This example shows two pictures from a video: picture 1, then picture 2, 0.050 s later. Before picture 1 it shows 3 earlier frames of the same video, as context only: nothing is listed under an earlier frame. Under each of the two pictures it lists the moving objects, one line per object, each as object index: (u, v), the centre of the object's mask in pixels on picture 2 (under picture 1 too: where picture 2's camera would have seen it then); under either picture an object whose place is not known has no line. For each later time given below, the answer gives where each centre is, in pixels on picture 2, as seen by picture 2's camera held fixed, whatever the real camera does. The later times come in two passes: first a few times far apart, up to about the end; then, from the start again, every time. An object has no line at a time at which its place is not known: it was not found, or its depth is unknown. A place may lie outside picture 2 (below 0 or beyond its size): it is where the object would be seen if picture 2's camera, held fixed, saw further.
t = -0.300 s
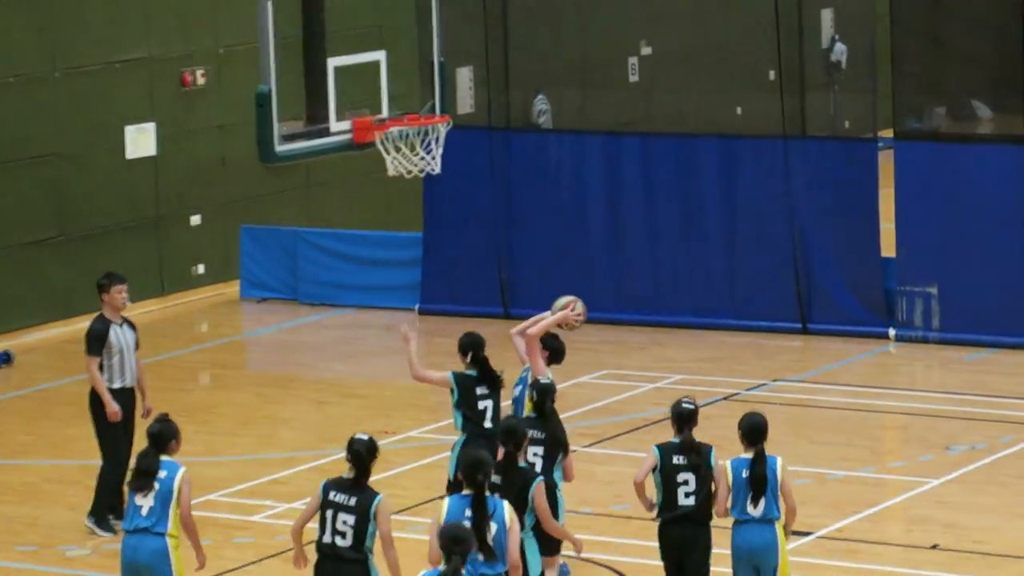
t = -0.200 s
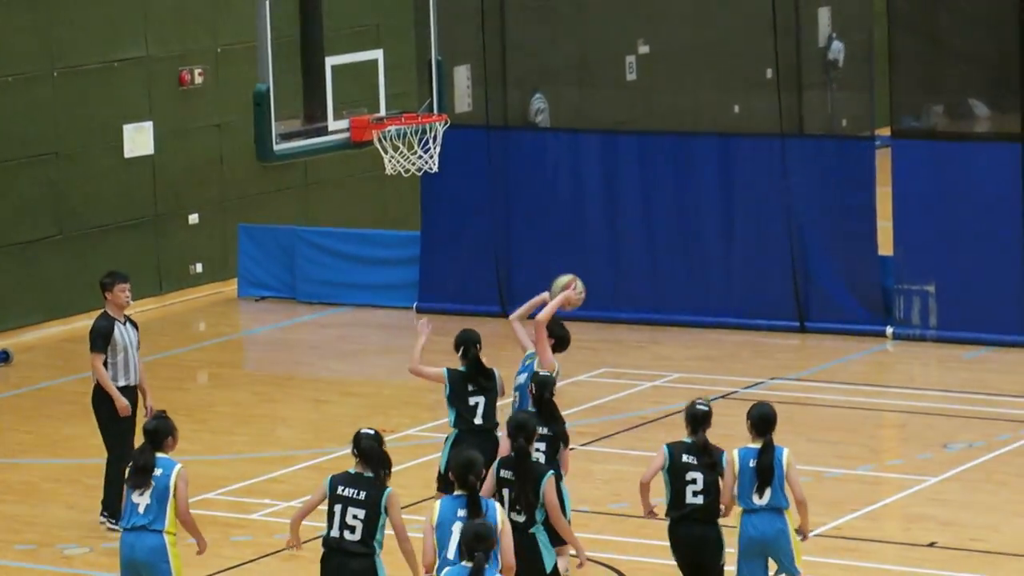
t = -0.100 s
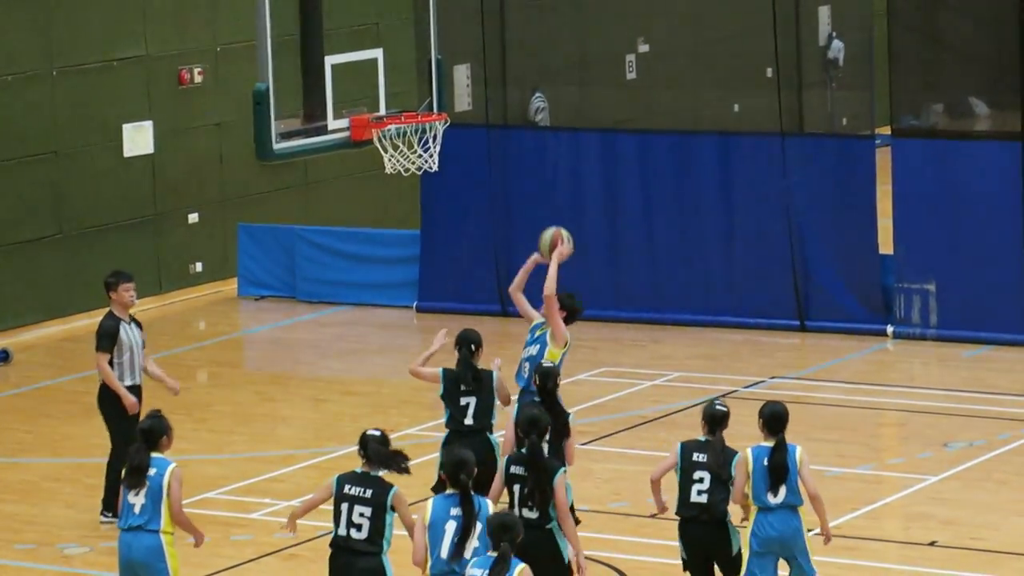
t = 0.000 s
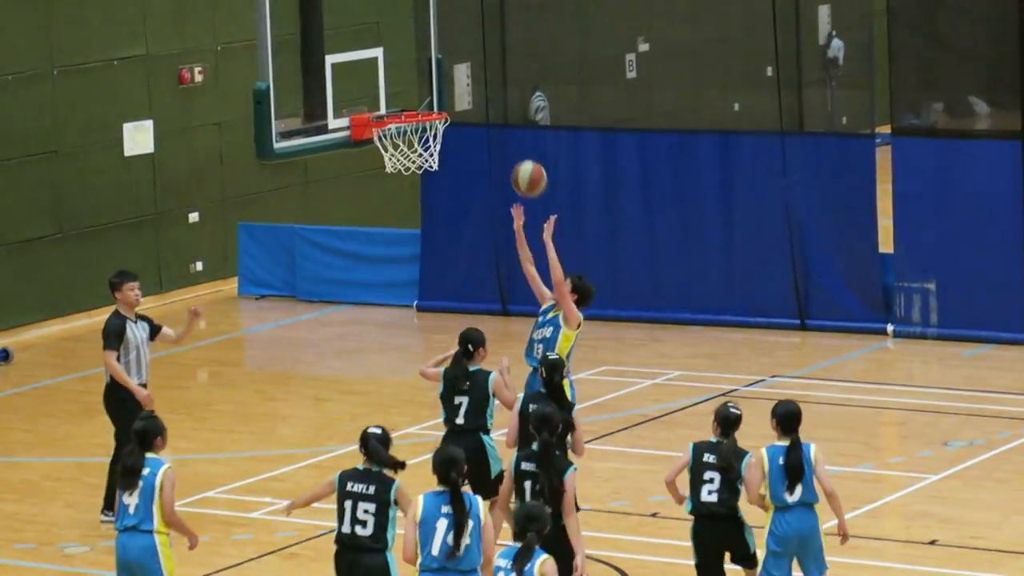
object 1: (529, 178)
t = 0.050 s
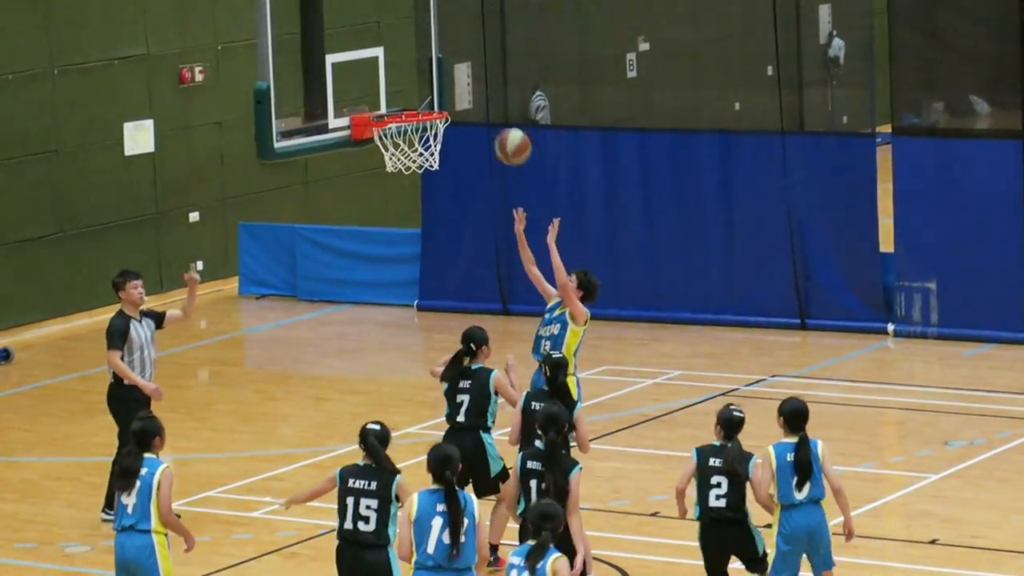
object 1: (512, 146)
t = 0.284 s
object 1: (435, 45)
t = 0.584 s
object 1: (400, 40)
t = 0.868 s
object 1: (421, 166)
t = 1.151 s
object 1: (441, 349)
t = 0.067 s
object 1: (507, 136)
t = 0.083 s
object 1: (501, 127)
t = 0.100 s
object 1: (496, 118)
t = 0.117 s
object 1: (490, 109)
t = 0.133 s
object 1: (485, 101)
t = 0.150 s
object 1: (479, 93)
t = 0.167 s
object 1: (474, 86)
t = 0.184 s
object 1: (468, 79)
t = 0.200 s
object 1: (463, 72)
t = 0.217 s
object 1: (457, 66)
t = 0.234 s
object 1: (452, 60)
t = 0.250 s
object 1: (446, 55)
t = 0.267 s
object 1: (441, 50)
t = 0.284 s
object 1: (435, 45)
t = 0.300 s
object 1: (429, 41)
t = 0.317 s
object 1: (424, 37)
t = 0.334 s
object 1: (418, 34)
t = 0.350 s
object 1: (413, 30)
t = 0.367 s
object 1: (408, 27)
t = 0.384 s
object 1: (403, 25)
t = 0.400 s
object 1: (397, 24)
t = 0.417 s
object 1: (392, 22)
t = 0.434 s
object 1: (392, 23)
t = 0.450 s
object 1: (393, 23)
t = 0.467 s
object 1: (393, 24)
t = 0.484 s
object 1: (394, 25)
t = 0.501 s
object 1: (395, 27)
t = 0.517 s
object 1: (396, 29)
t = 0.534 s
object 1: (397, 31)
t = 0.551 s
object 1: (398, 34)
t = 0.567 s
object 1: (399, 37)
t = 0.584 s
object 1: (400, 40)
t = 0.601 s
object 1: (401, 45)
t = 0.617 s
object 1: (402, 49)
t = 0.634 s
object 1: (403, 54)
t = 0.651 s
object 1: (404, 59)
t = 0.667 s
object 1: (405, 65)
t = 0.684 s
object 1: (407, 71)
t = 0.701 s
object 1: (408, 78)
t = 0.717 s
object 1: (409, 86)
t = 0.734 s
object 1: (410, 92)
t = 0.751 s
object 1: (412, 100)
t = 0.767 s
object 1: (412, 104)
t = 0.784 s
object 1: (412, 109)
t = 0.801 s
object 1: (416, 128)
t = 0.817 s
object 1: (417, 138)
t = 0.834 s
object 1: (420, 146)
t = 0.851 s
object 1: (416, 150)
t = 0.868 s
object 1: (421, 166)
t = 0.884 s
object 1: (421, 172)
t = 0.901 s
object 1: (422, 177)
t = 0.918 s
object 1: (424, 186)
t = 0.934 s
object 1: (425, 195)
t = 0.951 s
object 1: (427, 204)
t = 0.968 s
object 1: (428, 214)
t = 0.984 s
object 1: (429, 224)
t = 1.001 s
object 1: (431, 235)
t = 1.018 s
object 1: (432, 246)
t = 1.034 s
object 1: (433, 258)
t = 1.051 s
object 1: (435, 269)
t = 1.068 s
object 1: (436, 282)
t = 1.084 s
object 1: (438, 294)
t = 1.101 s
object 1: (439, 307)
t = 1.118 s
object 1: (440, 320)
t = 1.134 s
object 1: (441, 336)
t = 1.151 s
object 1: (441, 349)
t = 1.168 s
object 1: (443, 364)
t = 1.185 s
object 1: (445, 380)
